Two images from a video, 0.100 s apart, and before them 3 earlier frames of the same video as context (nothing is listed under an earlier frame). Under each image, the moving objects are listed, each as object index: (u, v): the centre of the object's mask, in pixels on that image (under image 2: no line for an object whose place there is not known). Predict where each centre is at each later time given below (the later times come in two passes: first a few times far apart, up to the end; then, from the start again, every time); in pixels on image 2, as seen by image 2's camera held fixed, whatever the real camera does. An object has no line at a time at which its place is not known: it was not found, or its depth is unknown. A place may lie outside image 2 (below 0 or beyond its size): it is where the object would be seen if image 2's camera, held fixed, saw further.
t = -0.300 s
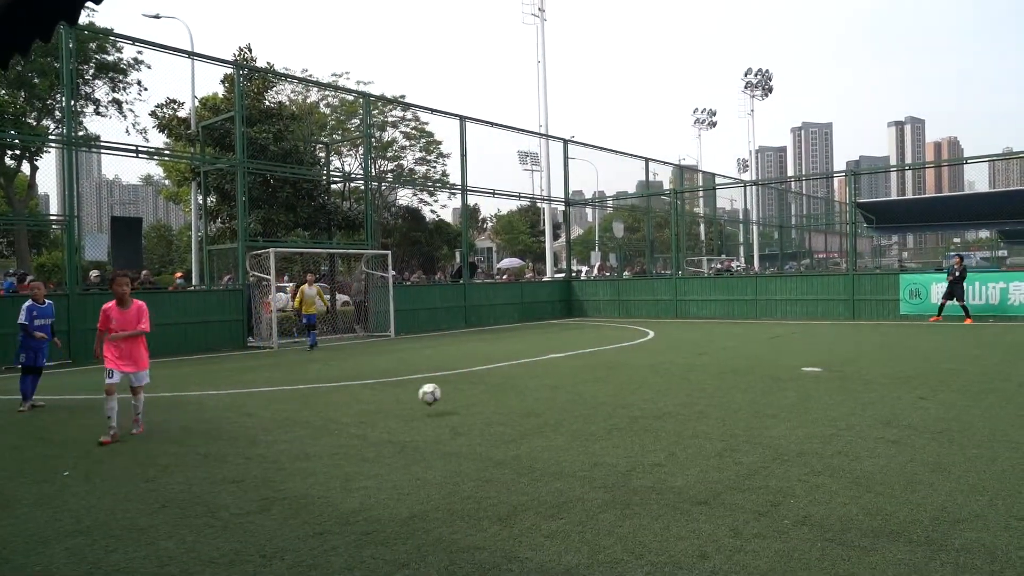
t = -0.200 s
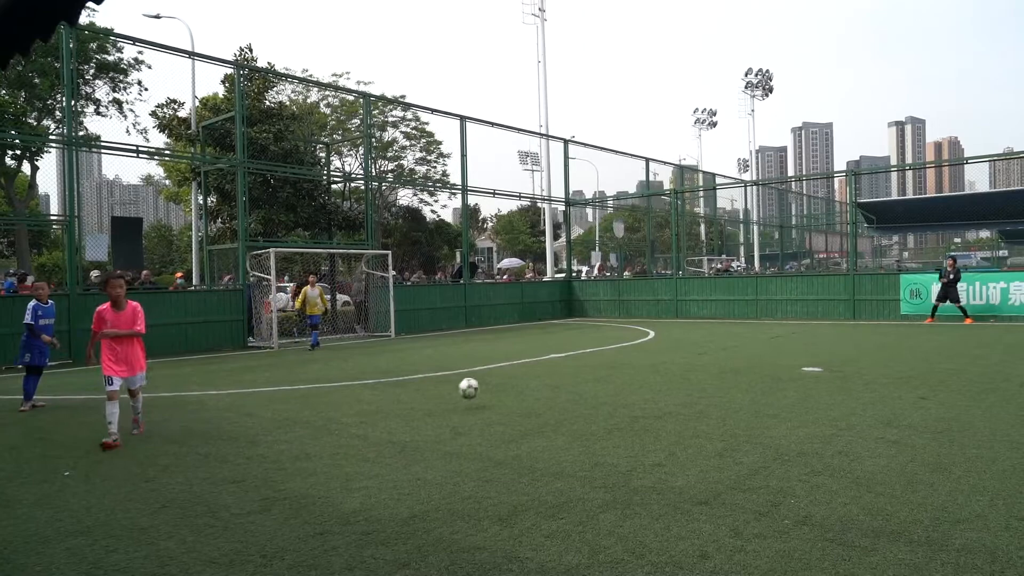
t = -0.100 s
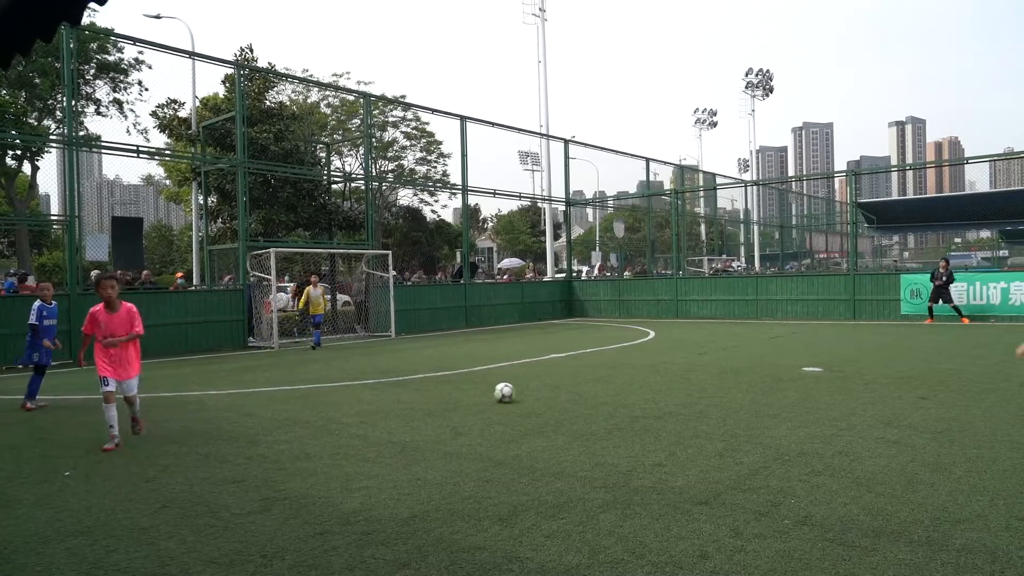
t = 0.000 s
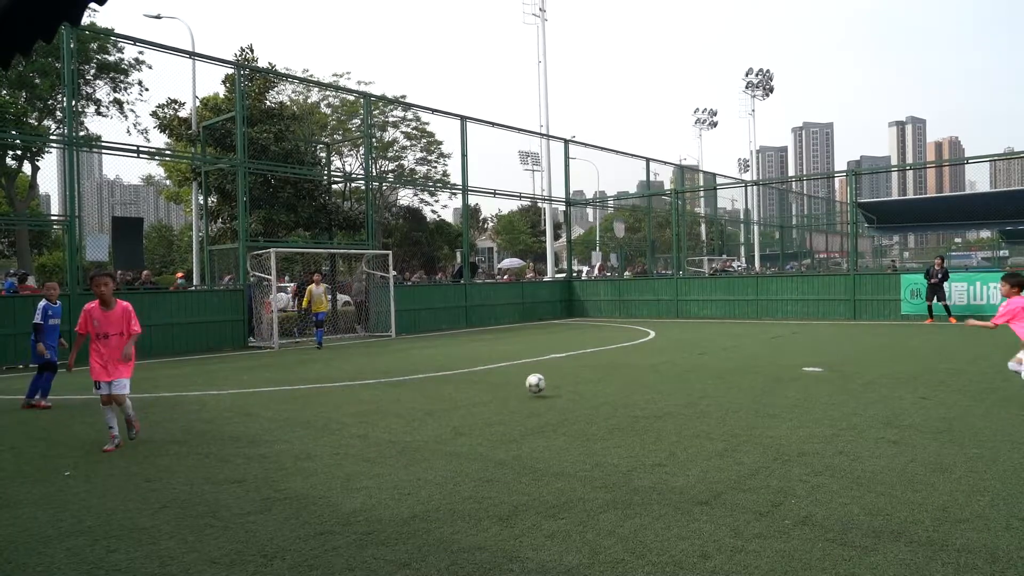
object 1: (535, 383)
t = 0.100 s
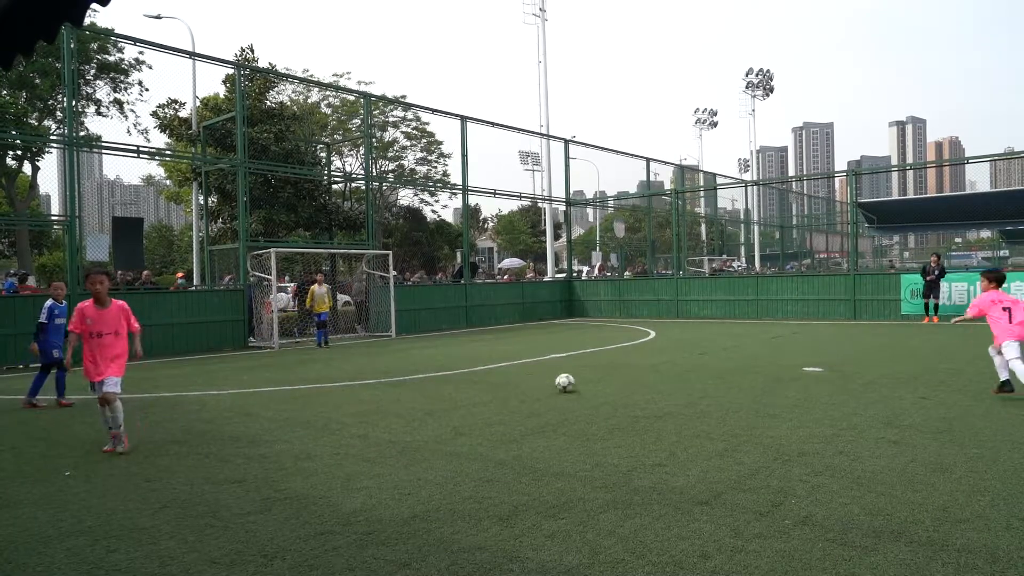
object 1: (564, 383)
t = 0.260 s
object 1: (607, 376)
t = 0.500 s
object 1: (661, 368)
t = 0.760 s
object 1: (709, 360)
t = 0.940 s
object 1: (738, 356)
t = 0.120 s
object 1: (571, 381)
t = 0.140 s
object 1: (576, 380)
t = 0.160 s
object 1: (581, 378)
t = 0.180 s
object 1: (586, 377)
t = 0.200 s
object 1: (592, 376)
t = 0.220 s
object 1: (597, 375)
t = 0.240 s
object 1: (602, 375)
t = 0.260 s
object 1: (607, 376)
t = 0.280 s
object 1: (612, 376)
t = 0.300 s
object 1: (617, 374)
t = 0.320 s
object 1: (621, 373)
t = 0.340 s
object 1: (625, 372)
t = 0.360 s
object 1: (630, 372)
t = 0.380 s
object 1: (636, 372)
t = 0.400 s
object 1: (640, 371)
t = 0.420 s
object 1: (644, 370)
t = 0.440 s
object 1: (648, 369)
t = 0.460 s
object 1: (653, 368)
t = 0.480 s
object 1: (657, 368)
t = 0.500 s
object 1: (661, 368)
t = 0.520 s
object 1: (665, 368)
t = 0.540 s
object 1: (669, 366)
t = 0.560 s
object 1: (673, 365)
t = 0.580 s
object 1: (677, 364)
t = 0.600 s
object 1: (681, 364)
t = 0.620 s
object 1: (684, 364)
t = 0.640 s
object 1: (689, 364)
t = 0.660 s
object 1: (692, 363)
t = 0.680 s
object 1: (696, 362)
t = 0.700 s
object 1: (699, 361)
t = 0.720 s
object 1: (702, 360)
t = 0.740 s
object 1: (706, 360)
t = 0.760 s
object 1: (709, 360)
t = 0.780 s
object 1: (712, 360)
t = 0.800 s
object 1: (716, 359)
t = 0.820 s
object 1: (719, 358)
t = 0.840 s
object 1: (723, 358)
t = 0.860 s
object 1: (726, 358)
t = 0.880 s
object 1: (729, 357)
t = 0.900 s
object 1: (732, 357)
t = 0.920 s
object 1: (735, 356)
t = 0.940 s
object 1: (738, 356)
